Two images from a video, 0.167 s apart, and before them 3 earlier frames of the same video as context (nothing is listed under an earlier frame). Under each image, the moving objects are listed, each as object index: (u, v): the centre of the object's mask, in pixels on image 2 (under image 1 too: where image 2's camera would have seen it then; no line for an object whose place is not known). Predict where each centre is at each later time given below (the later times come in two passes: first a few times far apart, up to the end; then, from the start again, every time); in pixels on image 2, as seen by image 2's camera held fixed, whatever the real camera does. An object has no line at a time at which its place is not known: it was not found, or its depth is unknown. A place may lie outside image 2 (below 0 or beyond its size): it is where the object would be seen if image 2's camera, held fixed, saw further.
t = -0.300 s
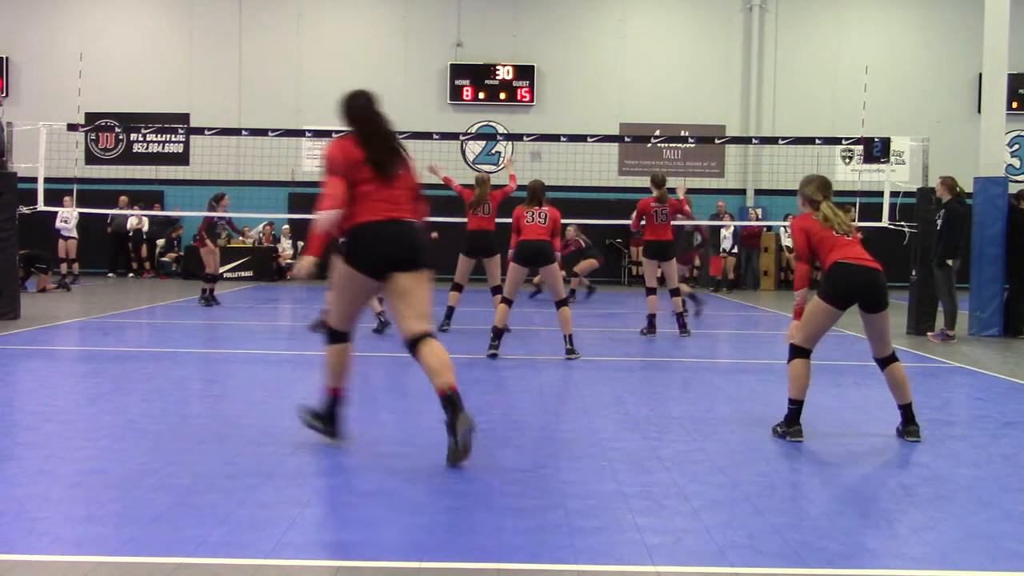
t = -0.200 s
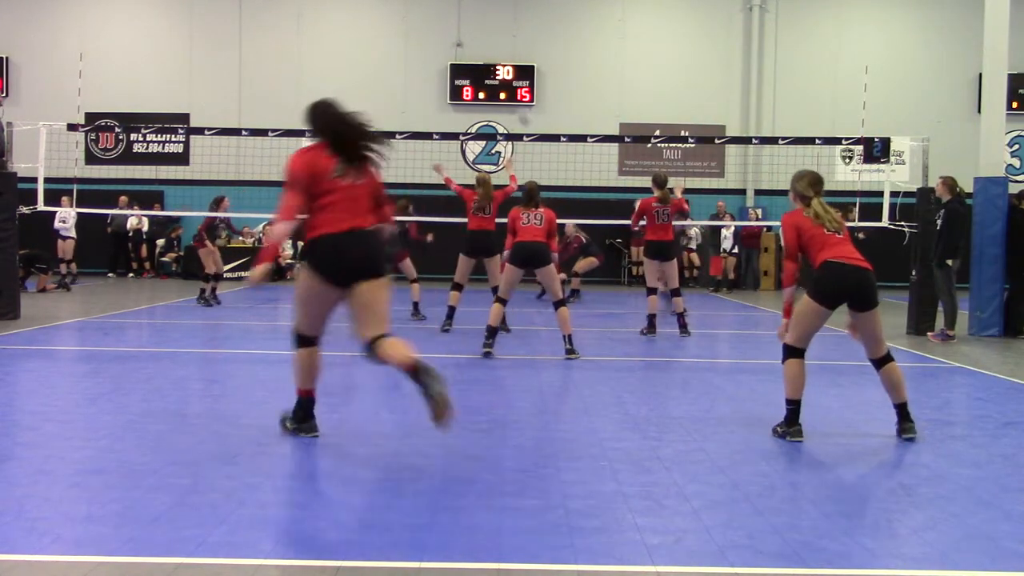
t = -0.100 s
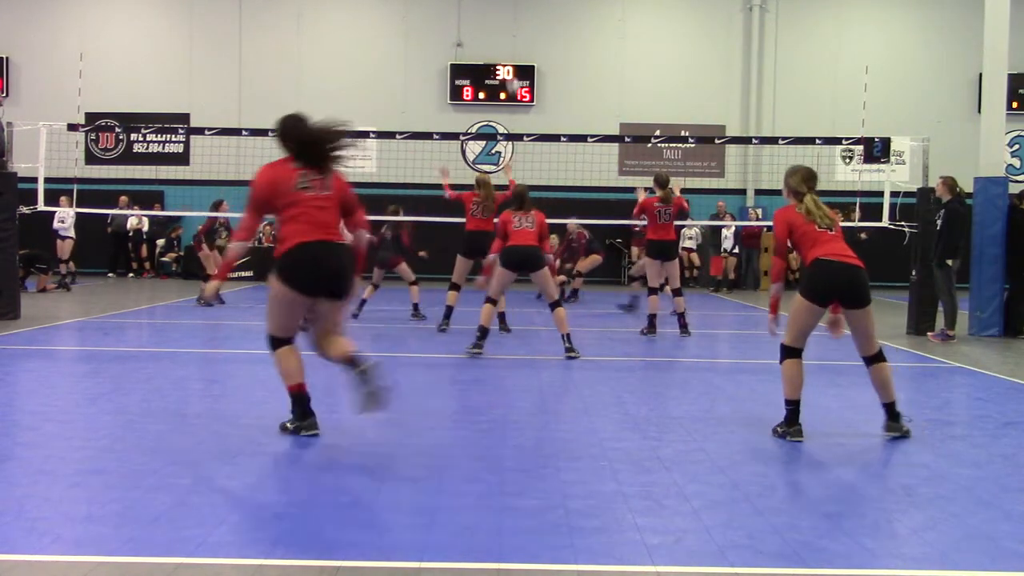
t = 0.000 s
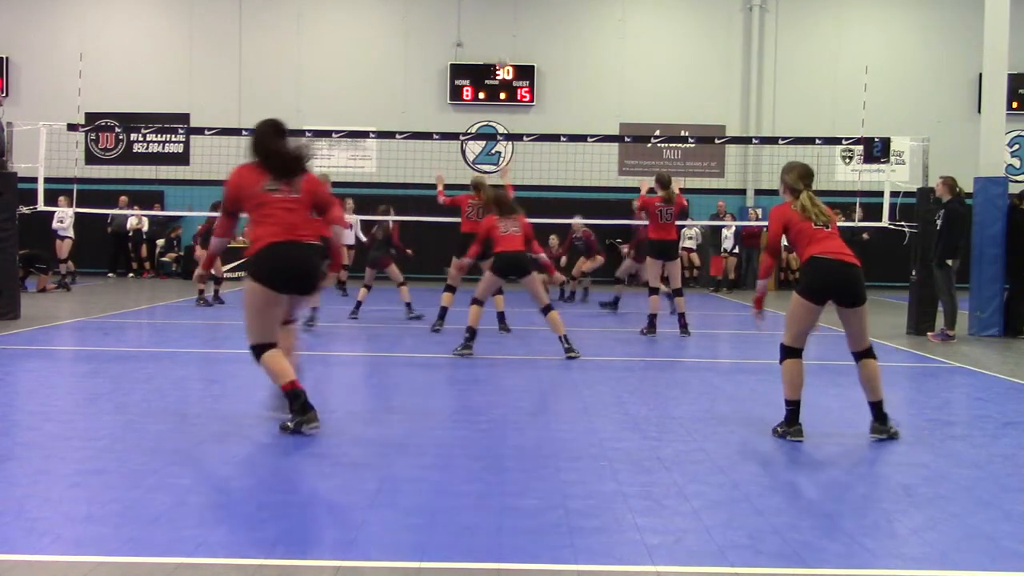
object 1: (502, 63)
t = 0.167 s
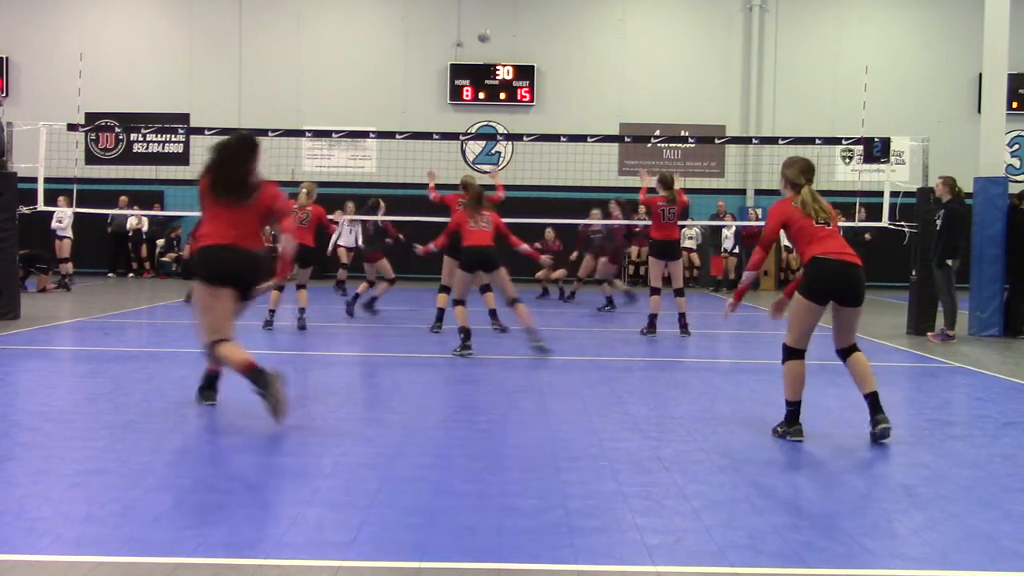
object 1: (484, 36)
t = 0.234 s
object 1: (476, 30)
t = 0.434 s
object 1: (451, 29)
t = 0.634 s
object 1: (426, 54)
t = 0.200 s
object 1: (479, 32)
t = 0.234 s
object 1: (476, 30)
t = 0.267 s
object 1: (471, 28)
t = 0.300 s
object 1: (467, 26)
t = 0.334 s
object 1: (463, 25)
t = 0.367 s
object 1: (459, 26)
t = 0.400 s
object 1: (455, 27)
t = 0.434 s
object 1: (451, 29)
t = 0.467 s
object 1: (448, 31)
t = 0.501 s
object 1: (442, 34)
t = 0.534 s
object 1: (438, 39)
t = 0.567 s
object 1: (434, 43)
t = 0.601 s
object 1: (430, 48)
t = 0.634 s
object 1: (426, 54)
